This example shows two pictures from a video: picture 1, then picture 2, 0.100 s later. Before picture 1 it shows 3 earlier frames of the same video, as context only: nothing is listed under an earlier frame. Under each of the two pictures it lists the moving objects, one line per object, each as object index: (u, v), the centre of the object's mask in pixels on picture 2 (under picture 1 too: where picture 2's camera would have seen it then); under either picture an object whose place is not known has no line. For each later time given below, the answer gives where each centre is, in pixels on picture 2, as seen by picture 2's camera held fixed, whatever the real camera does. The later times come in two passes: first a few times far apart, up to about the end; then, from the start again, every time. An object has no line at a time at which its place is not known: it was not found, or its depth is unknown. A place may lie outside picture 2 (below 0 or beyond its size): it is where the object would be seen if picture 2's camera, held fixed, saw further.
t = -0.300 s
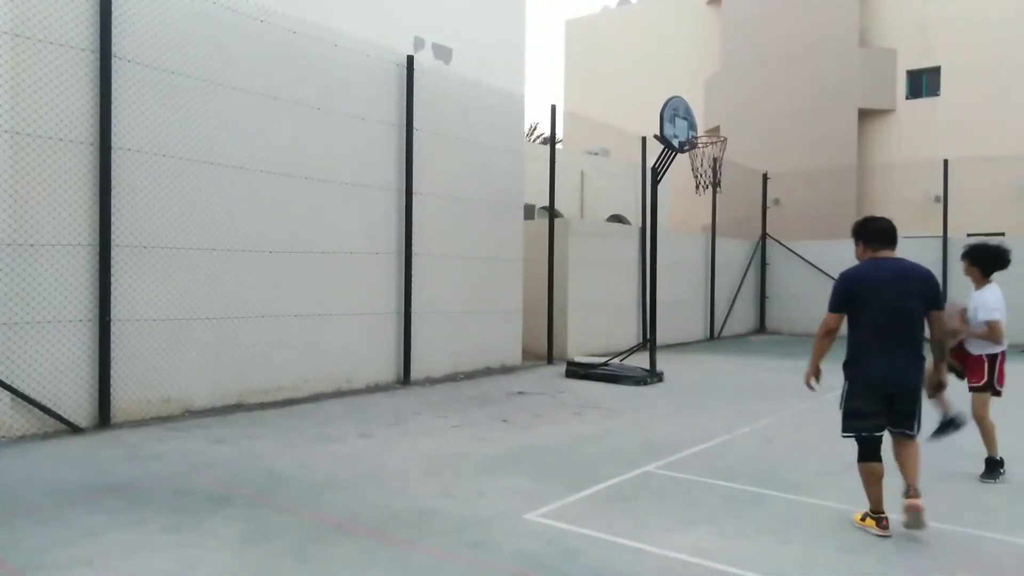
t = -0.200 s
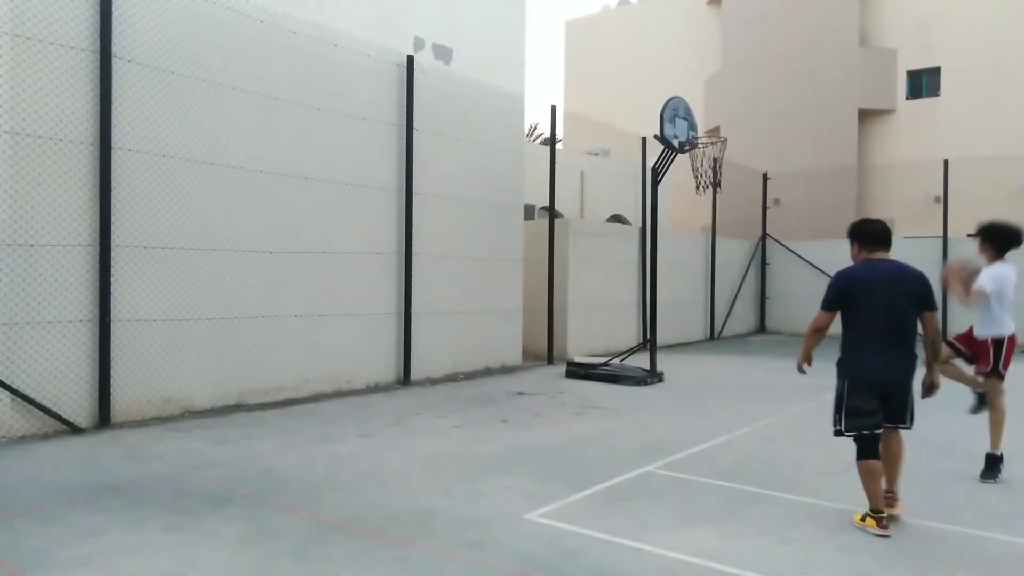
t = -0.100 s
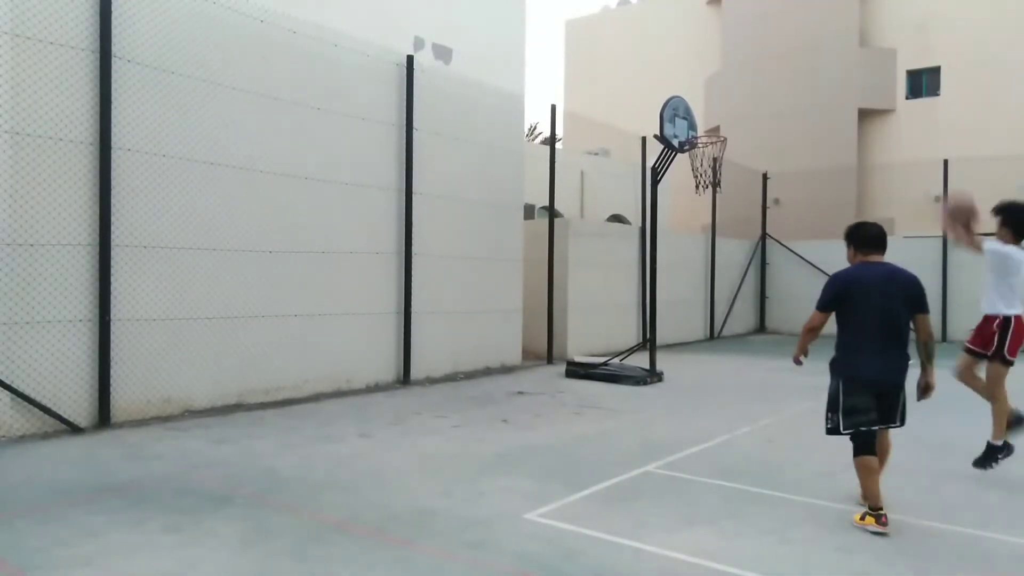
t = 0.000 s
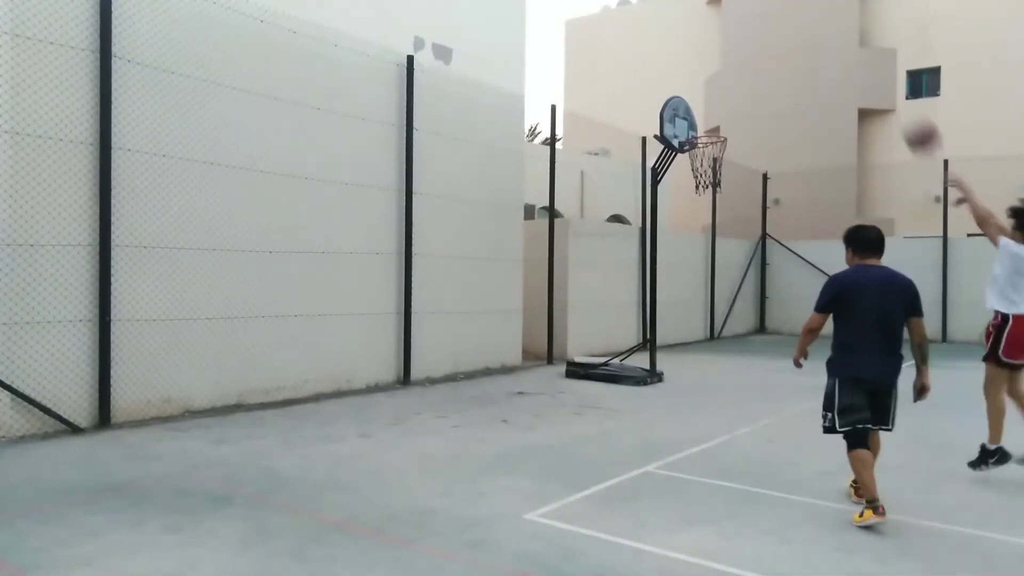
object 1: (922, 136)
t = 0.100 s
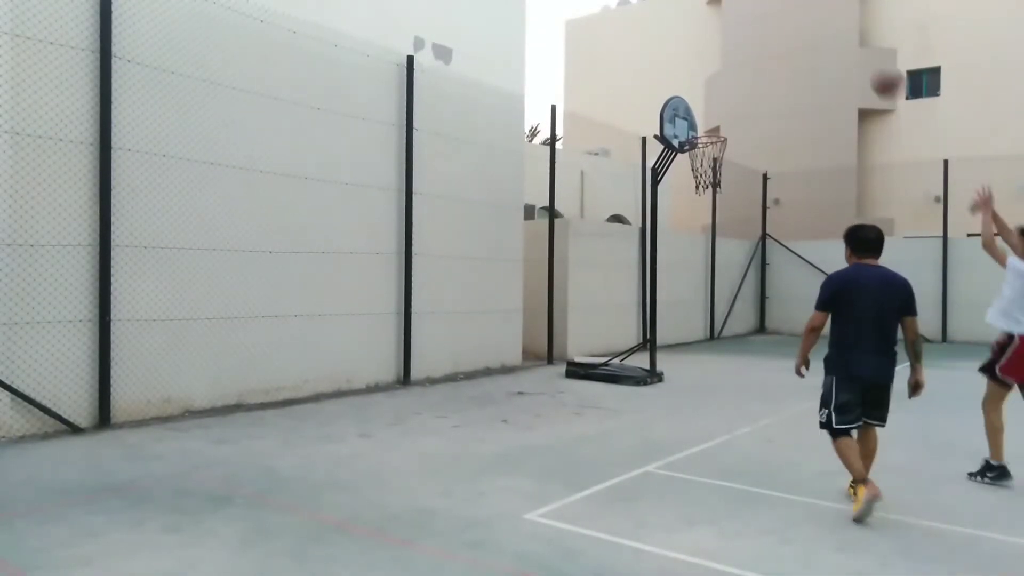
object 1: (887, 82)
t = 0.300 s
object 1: (832, 24)
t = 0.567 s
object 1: (774, 21)
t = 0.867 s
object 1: (722, 91)
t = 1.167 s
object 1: (712, 107)
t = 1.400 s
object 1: (721, 101)
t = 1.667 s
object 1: (733, 155)
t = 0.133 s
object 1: (877, 70)
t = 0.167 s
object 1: (867, 56)
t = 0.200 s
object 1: (857, 47)
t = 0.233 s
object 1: (849, 37)
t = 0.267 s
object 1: (840, 30)
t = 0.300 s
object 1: (832, 24)
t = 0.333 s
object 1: (824, 19)
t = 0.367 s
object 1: (815, 16)
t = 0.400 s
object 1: (808, 14)
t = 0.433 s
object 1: (801, 13)
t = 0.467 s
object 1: (794, 13)
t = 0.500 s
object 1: (787, 15)
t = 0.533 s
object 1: (780, 18)
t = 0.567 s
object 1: (774, 21)
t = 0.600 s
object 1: (767, 26)
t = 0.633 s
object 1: (761, 31)
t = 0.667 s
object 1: (755, 38)
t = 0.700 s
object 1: (749, 45)
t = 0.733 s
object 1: (743, 52)
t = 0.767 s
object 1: (738, 61)
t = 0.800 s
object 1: (733, 69)
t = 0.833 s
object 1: (728, 80)
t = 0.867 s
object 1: (722, 91)
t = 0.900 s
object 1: (718, 101)
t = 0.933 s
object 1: (714, 113)
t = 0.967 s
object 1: (709, 126)
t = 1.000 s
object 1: (707, 134)
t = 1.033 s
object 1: (708, 128)
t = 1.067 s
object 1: (708, 122)
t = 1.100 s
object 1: (709, 116)
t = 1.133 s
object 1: (710, 111)
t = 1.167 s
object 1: (712, 107)
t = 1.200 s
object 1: (713, 103)
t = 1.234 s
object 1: (714, 101)
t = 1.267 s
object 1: (716, 98)
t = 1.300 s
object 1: (717, 98)
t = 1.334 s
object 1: (719, 98)
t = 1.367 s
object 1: (720, 99)
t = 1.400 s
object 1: (721, 101)
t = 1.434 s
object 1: (723, 104)
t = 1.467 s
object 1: (724, 108)
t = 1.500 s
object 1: (726, 113)
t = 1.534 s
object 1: (727, 120)
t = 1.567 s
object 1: (729, 126)
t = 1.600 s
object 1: (730, 135)
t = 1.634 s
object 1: (731, 145)
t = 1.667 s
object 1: (733, 155)
